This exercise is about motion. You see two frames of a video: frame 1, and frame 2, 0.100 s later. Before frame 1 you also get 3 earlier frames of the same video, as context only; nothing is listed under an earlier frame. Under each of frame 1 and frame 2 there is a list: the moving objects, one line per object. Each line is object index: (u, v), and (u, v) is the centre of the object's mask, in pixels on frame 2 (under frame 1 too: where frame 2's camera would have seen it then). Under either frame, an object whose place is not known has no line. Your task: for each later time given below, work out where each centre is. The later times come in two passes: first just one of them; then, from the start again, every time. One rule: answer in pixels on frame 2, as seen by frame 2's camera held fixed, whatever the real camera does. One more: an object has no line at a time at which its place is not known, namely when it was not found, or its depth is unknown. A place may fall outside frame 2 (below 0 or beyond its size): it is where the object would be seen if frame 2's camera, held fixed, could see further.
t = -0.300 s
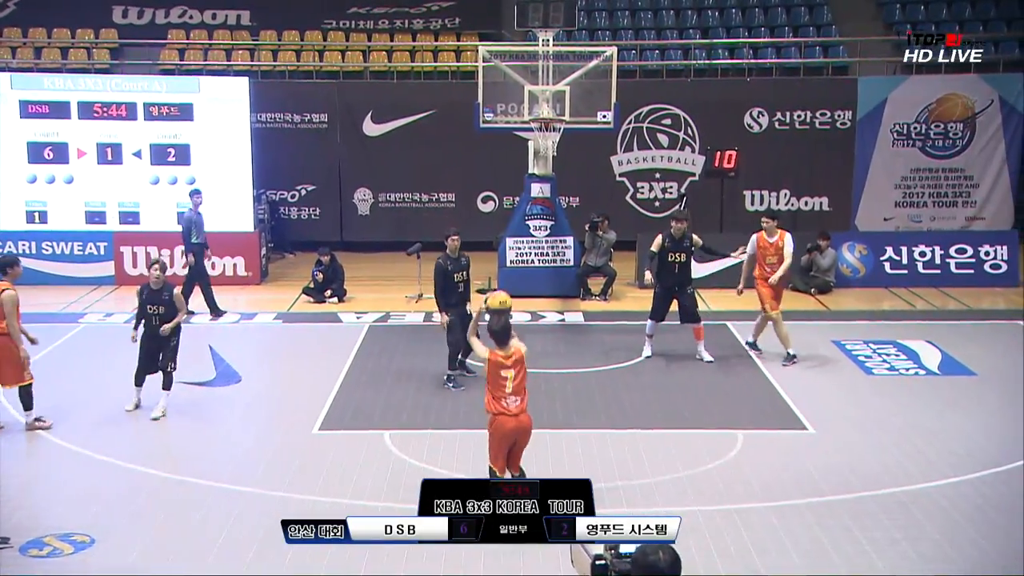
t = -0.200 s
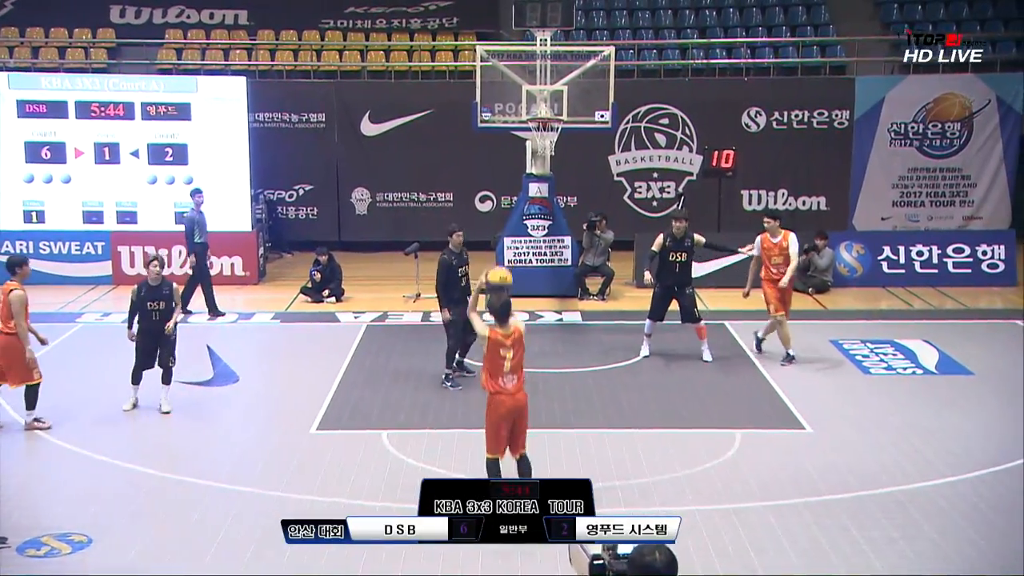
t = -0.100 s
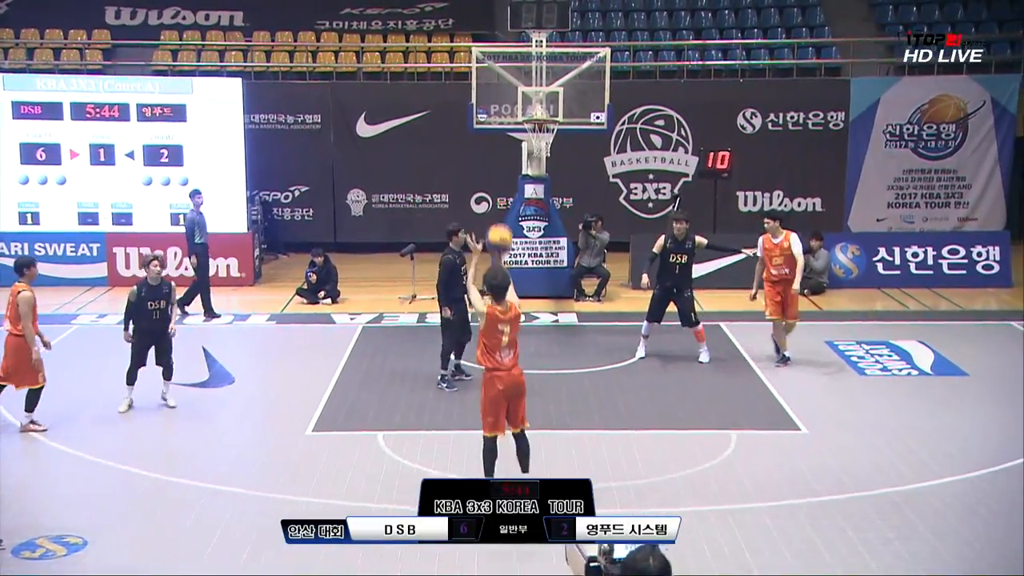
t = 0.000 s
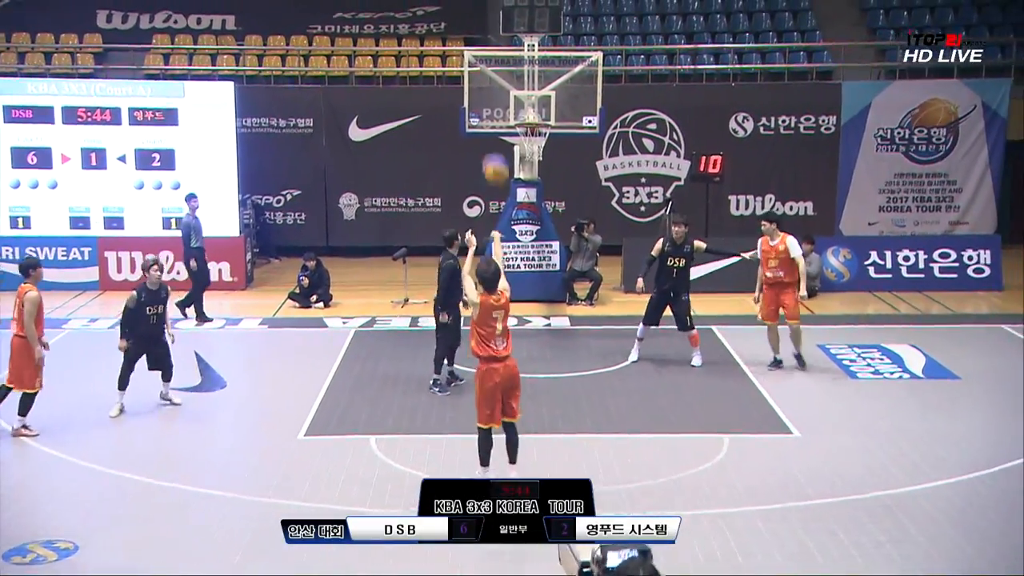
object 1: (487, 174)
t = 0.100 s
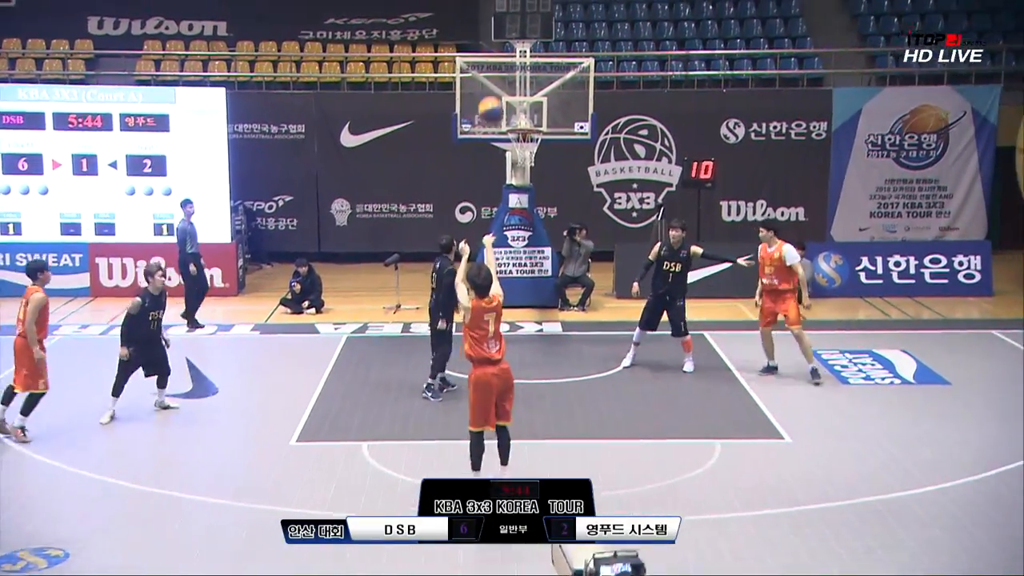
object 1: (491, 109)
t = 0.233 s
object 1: (496, 48)
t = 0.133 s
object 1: (492, 92)
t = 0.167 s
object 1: (493, 75)
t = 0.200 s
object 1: (494, 61)
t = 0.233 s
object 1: (496, 48)
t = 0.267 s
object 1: (497, 37)
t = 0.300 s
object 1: (499, 24)
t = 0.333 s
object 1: (500, 14)
